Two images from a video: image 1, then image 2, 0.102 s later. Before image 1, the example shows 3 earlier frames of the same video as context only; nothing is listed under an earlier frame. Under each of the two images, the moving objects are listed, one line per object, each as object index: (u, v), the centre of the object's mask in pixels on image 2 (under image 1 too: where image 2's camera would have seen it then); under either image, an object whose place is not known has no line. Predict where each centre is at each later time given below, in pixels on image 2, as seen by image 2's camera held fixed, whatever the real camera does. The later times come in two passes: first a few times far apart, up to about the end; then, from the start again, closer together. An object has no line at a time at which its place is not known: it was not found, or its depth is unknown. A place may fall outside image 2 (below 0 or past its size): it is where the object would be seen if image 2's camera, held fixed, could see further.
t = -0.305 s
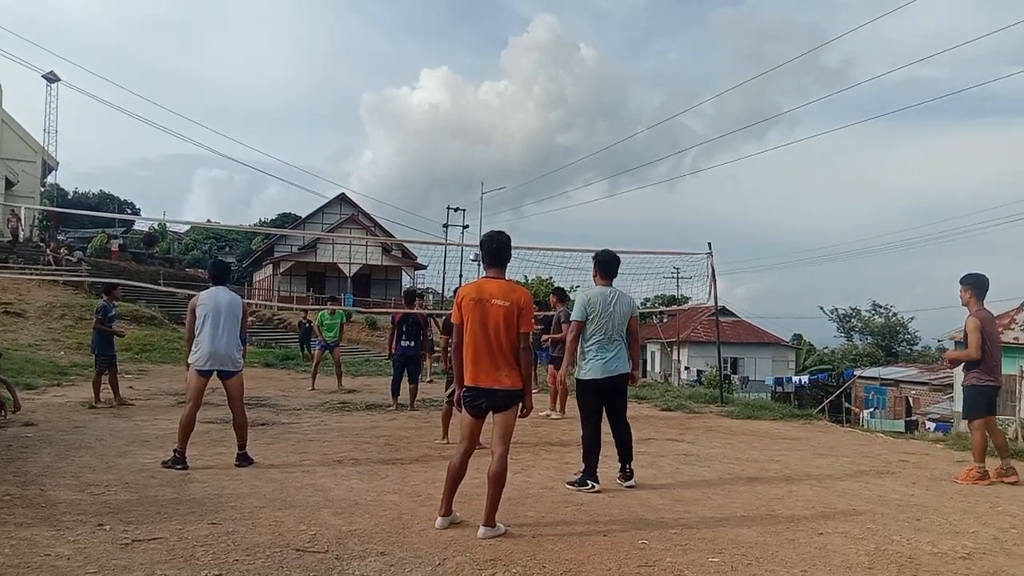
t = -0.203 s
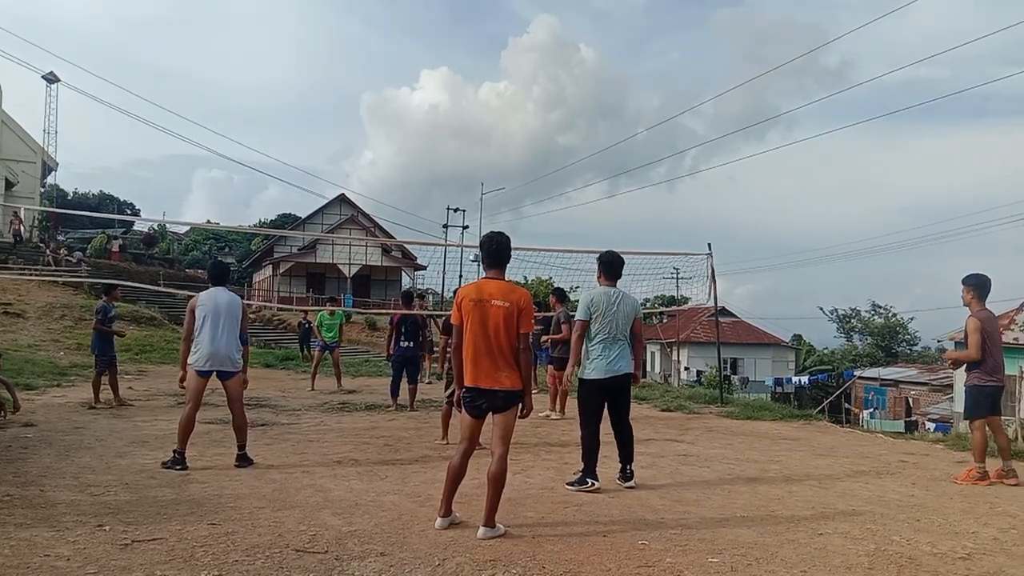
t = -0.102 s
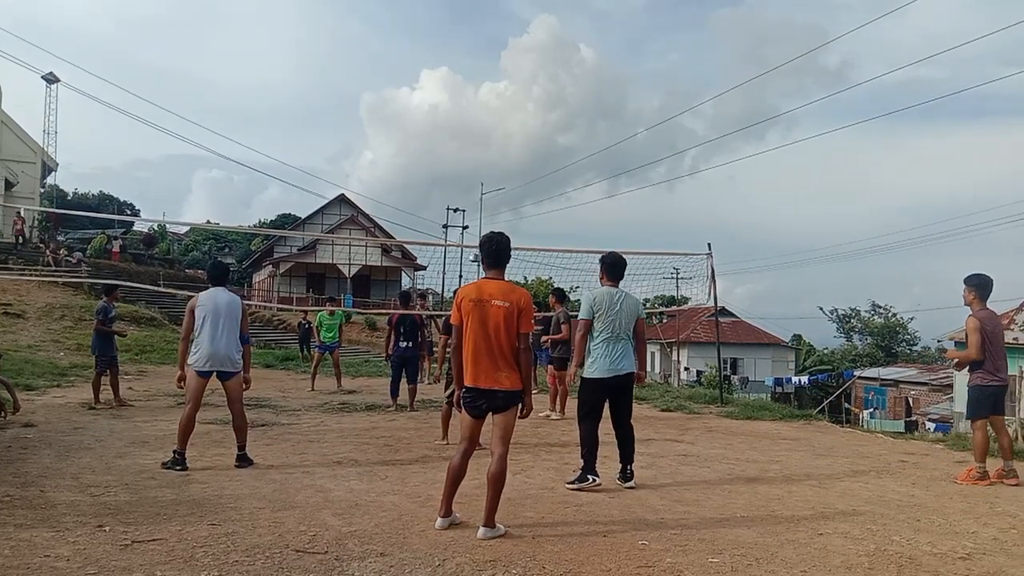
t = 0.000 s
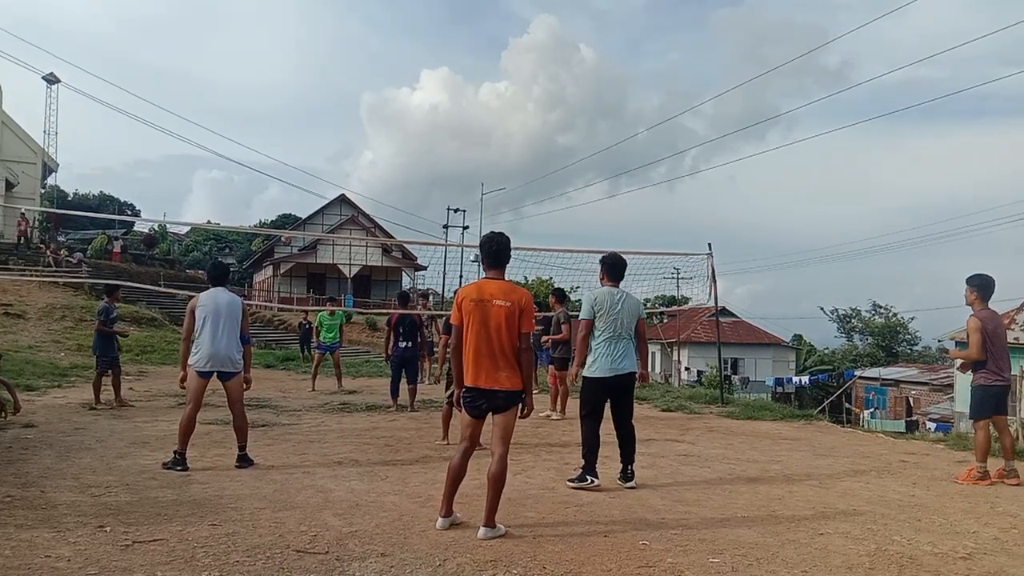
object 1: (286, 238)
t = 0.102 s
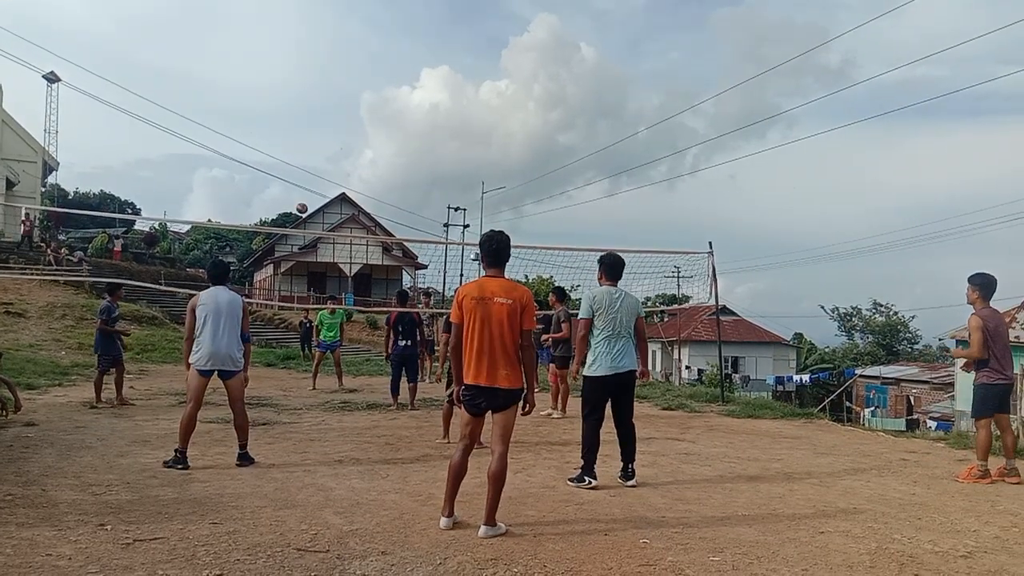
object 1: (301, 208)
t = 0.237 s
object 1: (323, 172)
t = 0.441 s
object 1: (362, 130)
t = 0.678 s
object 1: (419, 102)
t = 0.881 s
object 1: (481, 102)
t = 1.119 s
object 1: (574, 146)
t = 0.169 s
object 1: (312, 189)
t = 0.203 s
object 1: (317, 181)
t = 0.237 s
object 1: (323, 172)
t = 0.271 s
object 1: (329, 164)
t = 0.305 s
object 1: (335, 156)
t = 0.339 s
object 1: (342, 149)
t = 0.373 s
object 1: (348, 142)
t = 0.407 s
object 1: (355, 136)
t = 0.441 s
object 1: (362, 130)
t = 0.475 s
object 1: (370, 124)
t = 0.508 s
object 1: (377, 119)
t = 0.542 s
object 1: (385, 115)
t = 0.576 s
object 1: (393, 111)
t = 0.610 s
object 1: (402, 107)
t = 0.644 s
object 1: (410, 104)
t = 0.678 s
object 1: (419, 102)
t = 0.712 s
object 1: (429, 100)
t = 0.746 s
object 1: (438, 99)
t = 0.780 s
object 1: (448, 99)
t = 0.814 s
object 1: (459, 99)
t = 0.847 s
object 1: (470, 100)
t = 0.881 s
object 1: (481, 102)
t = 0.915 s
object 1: (493, 105)
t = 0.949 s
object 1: (505, 109)
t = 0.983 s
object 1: (518, 114)
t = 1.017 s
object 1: (531, 120)
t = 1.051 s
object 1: (545, 127)
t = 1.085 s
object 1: (559, 136)
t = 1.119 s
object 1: (574, 146)
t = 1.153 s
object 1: (590, 158)
